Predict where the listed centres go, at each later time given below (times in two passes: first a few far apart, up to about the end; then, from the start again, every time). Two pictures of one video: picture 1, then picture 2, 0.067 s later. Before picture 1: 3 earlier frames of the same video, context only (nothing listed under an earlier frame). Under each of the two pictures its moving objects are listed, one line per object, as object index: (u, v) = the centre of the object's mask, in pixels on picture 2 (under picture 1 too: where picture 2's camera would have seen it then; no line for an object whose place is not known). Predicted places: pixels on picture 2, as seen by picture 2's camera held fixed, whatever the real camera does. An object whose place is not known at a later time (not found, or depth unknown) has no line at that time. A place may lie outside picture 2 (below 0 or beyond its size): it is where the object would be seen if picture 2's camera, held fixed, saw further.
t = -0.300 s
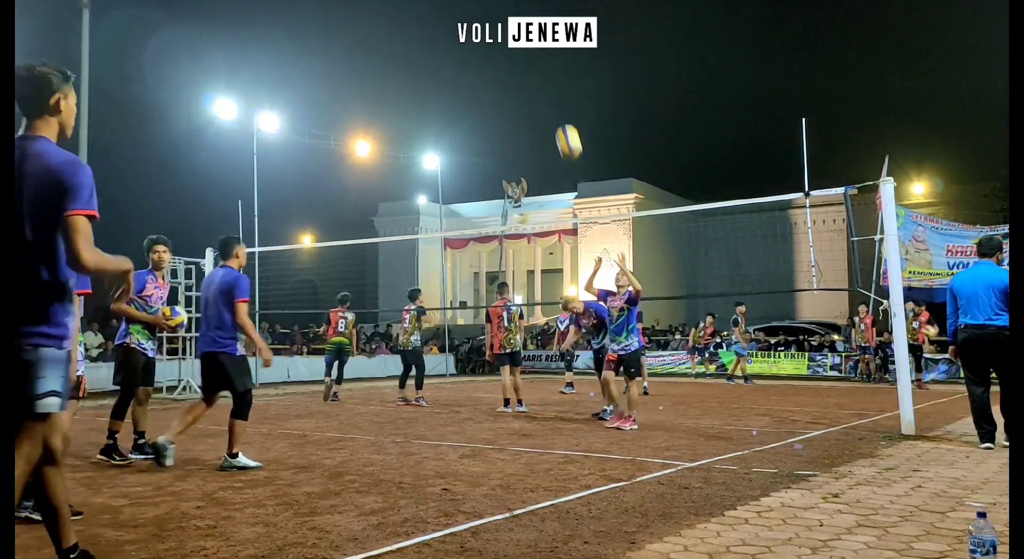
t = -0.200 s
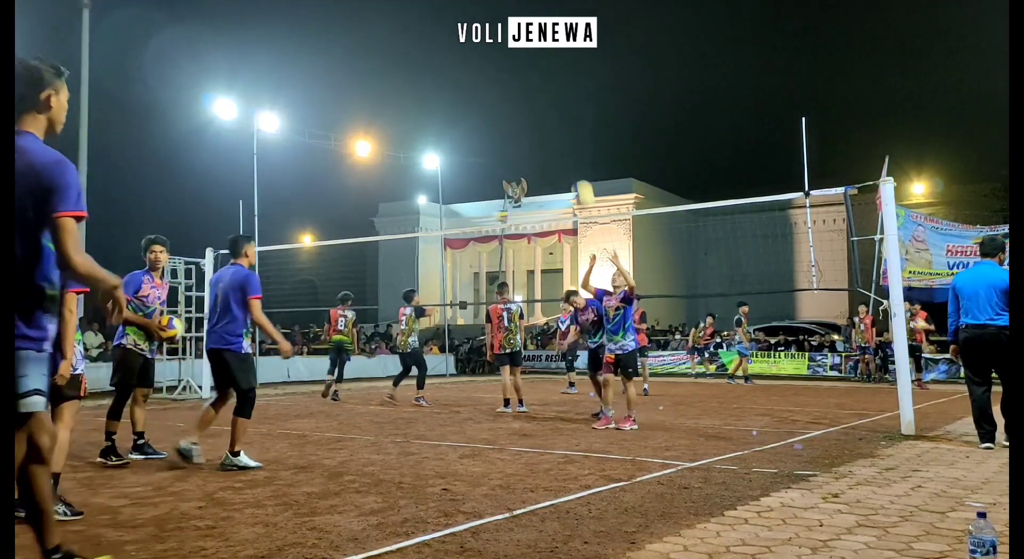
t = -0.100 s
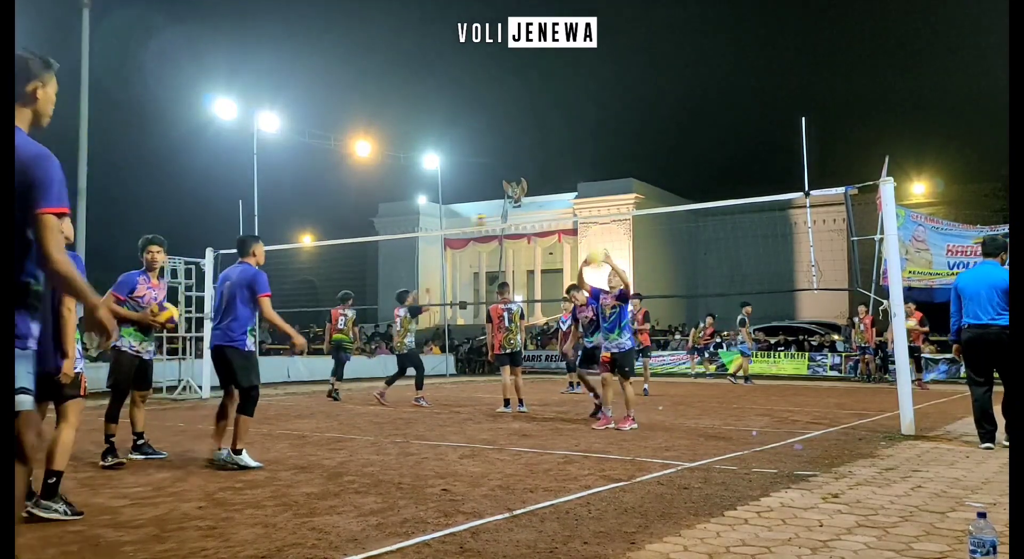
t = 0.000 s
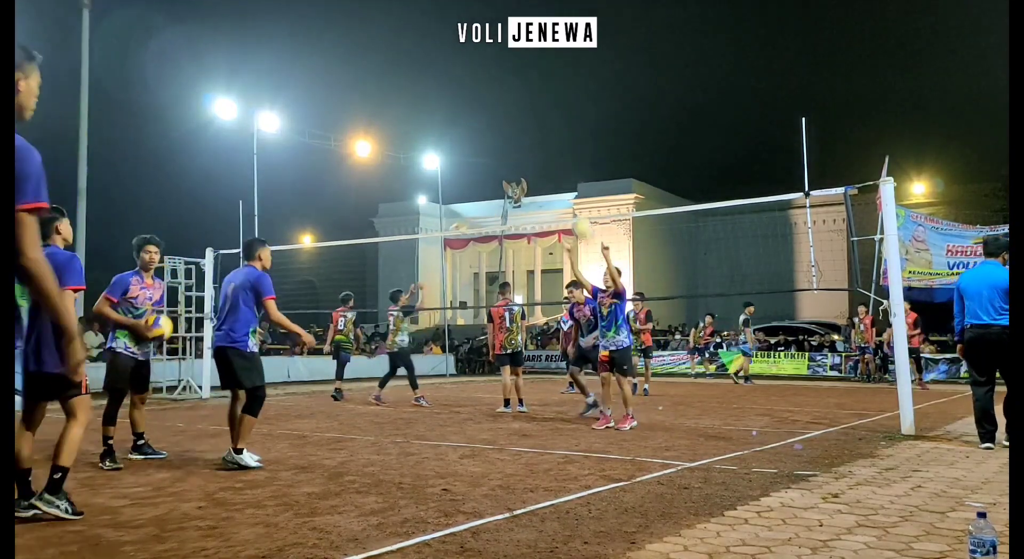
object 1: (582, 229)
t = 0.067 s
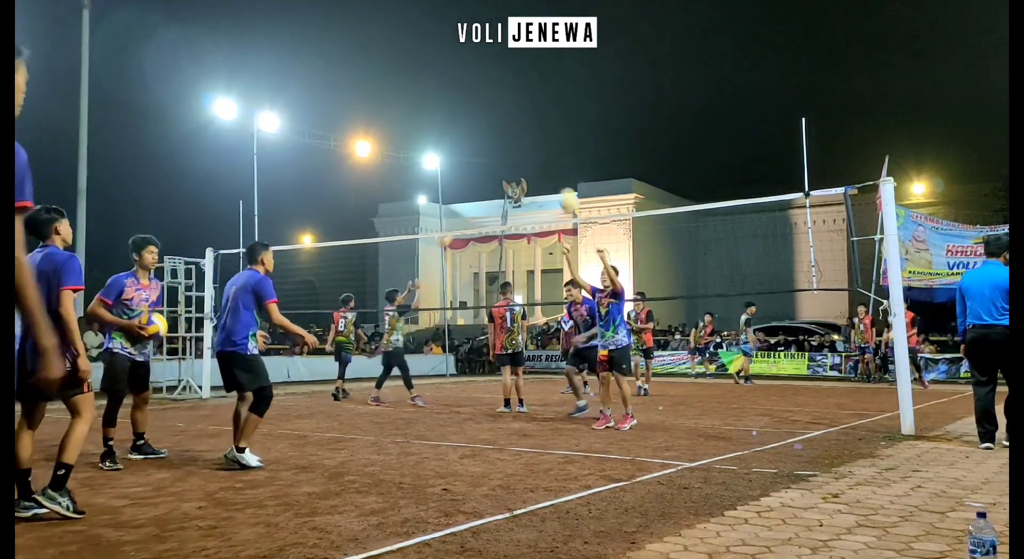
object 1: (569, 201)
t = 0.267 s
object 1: (526, 141)
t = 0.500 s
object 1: (473, 116)
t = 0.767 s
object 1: (405, 155)
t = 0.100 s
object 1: (561, 187)
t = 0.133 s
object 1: (555, 177)
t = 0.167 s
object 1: (548, 167)
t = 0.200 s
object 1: (541, 158)
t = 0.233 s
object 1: (533, 149)
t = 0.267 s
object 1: (526, 141)
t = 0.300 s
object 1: (519, 135)
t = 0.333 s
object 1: (511, 129)
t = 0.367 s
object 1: (504, 124)
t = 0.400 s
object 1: (496, 120)
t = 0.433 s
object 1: (488, 118)
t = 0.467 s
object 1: (480, 116)
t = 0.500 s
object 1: (473, 116)
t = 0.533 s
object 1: (464, 116)
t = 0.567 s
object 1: (456, 118)
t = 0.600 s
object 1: (448, 121)
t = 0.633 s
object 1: (439, 125)
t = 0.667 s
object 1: (431, 130)
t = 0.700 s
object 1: (423, 136)
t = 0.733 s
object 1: (413, 144)
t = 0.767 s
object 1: (405, 155)
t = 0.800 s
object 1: (396, 166)
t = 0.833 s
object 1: (387, 179)
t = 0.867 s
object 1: (379, 192)
